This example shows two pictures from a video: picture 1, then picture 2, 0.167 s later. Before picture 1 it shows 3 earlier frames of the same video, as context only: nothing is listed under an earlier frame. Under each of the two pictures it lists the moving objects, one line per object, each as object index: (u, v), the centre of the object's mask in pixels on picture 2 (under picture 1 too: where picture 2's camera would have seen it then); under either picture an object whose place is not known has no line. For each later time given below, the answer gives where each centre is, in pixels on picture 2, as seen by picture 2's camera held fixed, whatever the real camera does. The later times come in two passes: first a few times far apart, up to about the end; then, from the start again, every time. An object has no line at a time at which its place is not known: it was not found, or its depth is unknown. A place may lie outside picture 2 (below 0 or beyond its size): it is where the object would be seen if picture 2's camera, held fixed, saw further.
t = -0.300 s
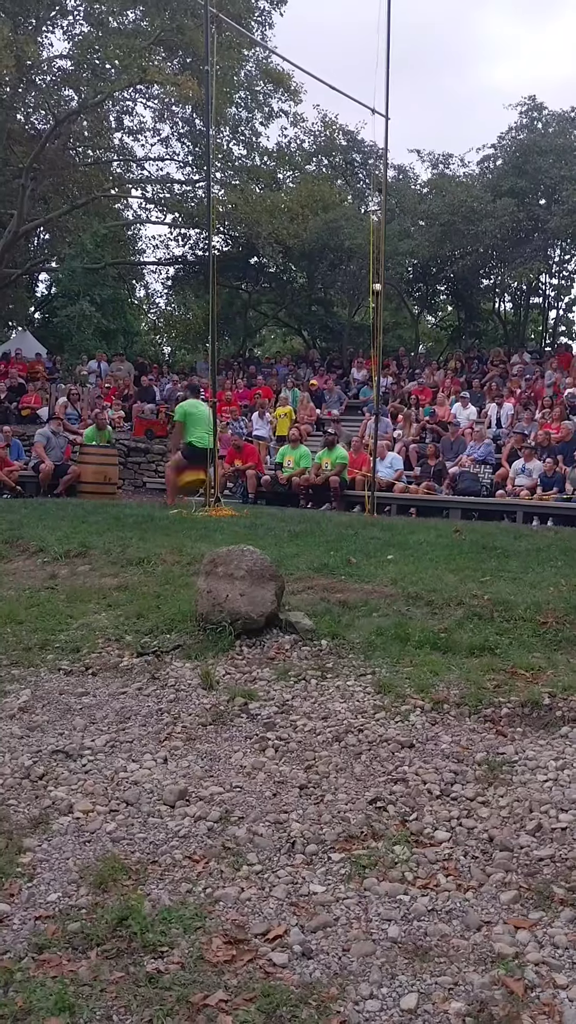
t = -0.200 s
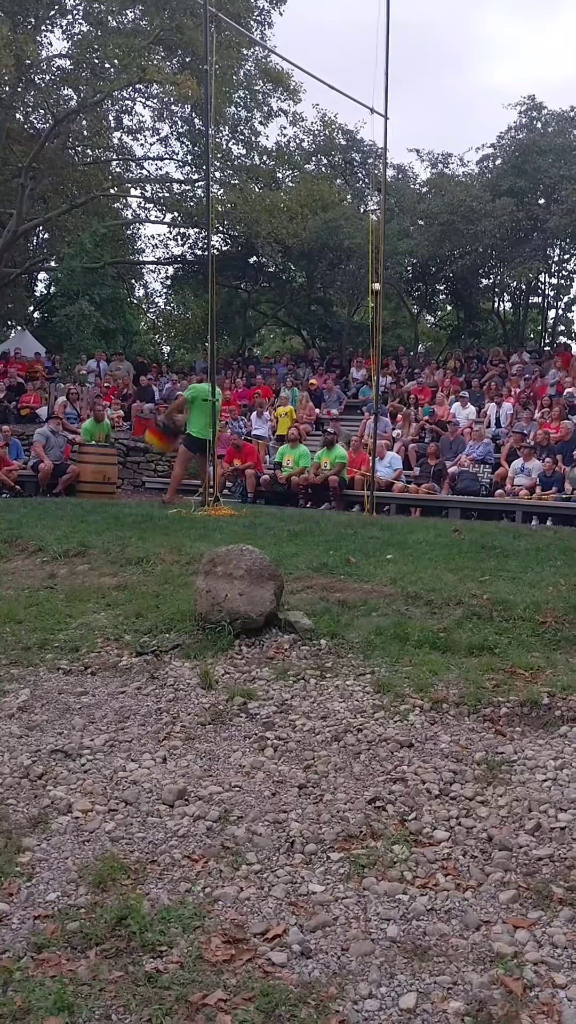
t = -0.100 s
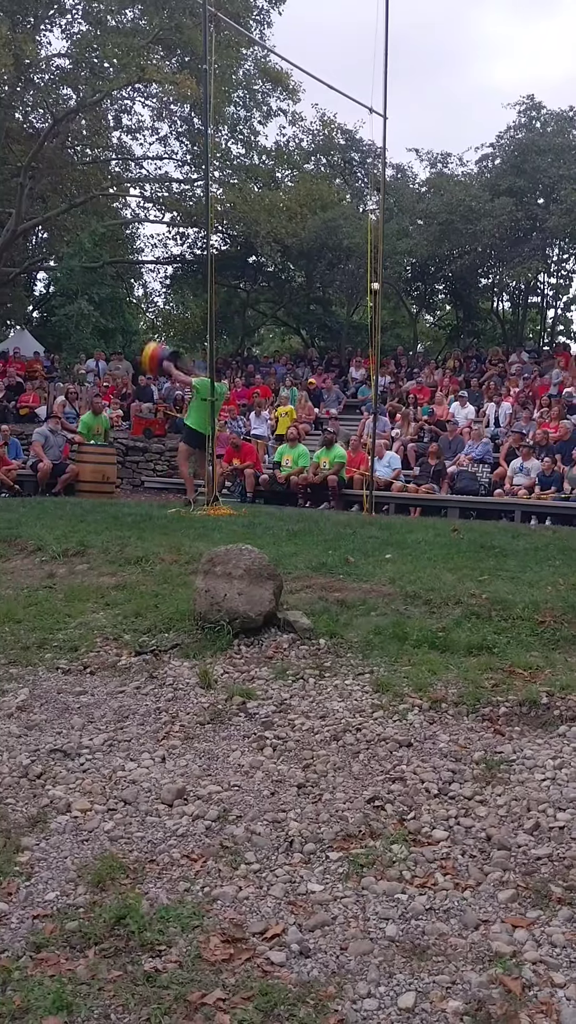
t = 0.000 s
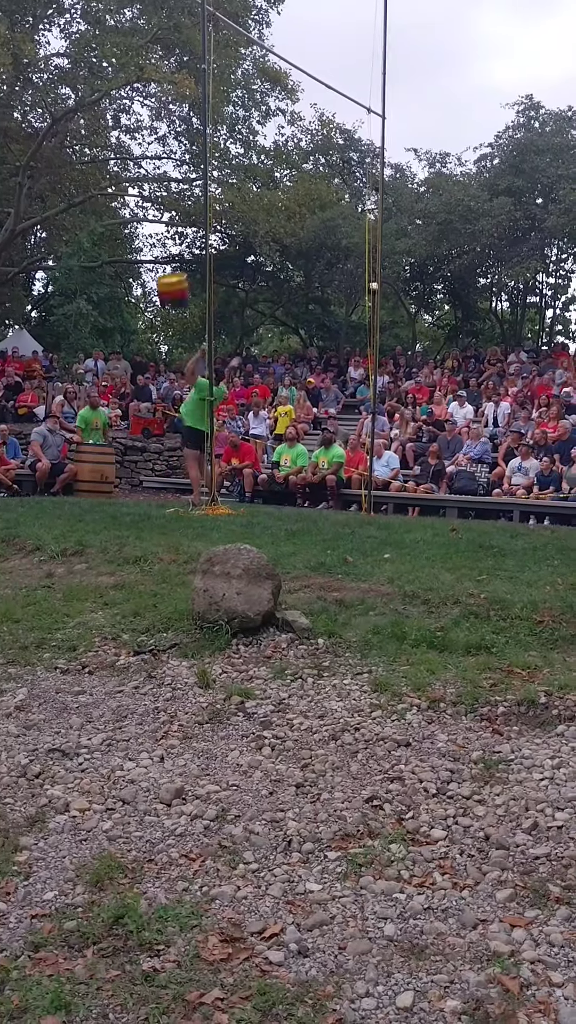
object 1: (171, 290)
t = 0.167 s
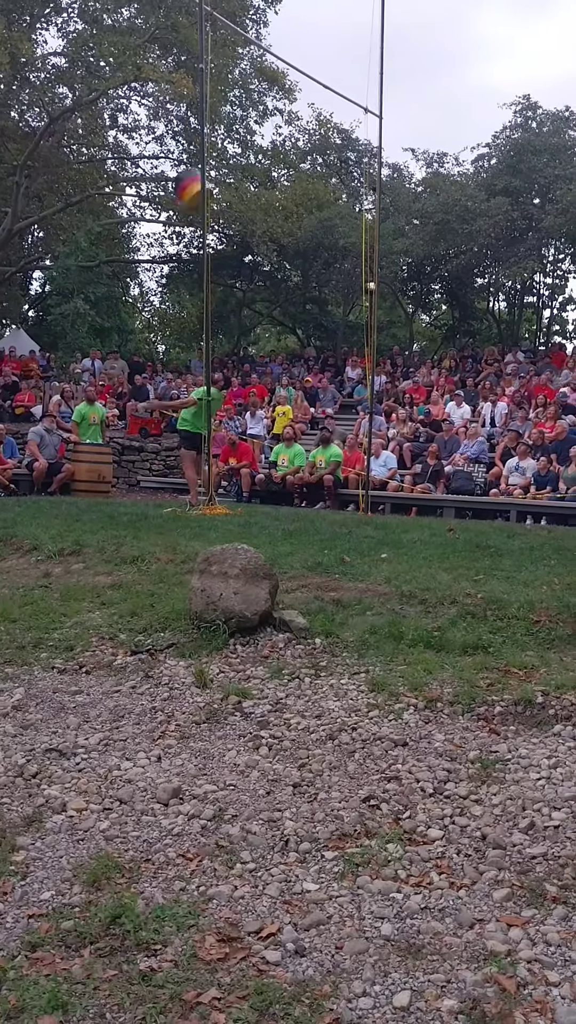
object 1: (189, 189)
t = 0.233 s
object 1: (200, 154)
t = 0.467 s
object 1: (230, 57)
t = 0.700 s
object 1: (259, 11)
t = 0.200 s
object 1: (196, 170)
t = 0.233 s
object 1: (200, 154)
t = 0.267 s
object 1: (204, 140)
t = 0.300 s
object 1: (209, 123)
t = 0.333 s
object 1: (214, 108)
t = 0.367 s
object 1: (221, 94)
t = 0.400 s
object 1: (224, 81)
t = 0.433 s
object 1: (226, 69)
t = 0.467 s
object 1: (230, 57)
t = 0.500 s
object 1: (234, 49)
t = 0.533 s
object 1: (239, 37)
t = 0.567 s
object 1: (244, 28)
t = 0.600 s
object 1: (249, 18)
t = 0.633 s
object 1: (253, 18)
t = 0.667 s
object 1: (255, 15)
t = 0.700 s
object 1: (259, 11)
